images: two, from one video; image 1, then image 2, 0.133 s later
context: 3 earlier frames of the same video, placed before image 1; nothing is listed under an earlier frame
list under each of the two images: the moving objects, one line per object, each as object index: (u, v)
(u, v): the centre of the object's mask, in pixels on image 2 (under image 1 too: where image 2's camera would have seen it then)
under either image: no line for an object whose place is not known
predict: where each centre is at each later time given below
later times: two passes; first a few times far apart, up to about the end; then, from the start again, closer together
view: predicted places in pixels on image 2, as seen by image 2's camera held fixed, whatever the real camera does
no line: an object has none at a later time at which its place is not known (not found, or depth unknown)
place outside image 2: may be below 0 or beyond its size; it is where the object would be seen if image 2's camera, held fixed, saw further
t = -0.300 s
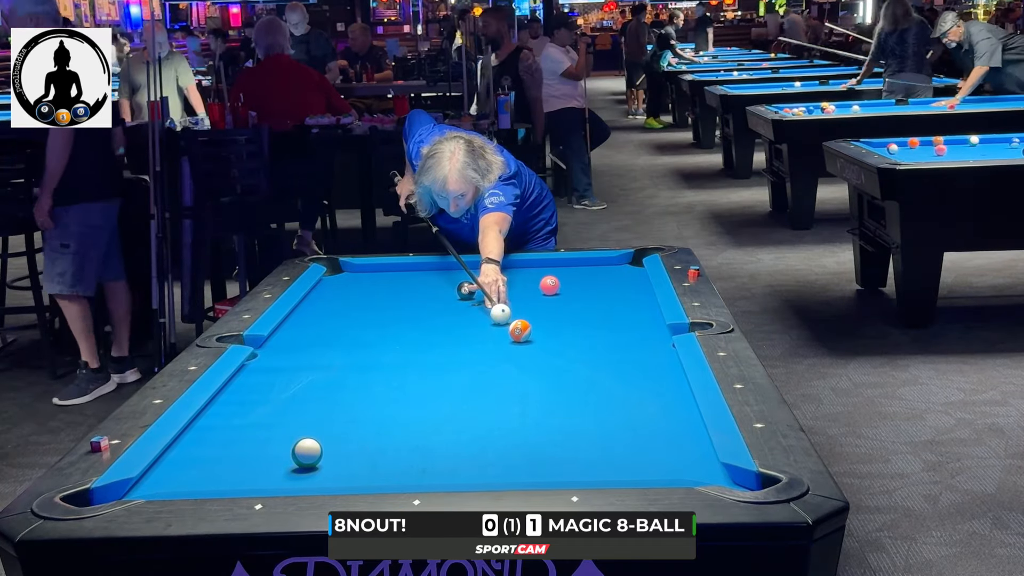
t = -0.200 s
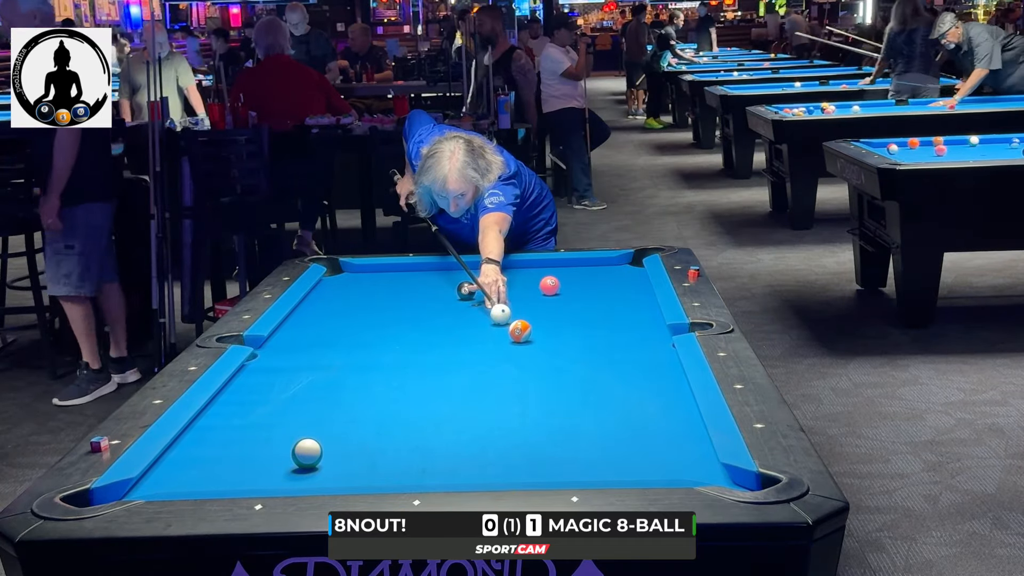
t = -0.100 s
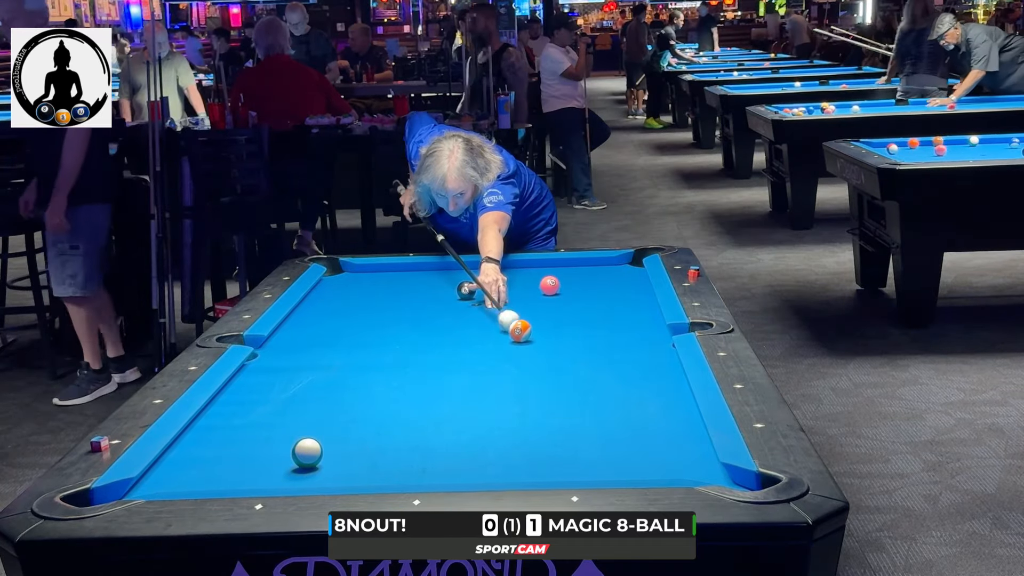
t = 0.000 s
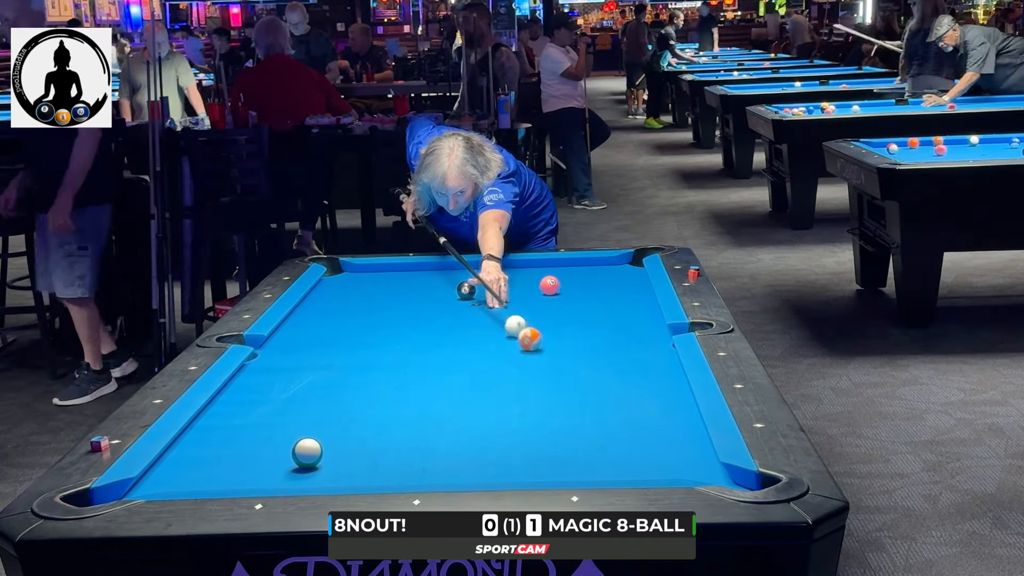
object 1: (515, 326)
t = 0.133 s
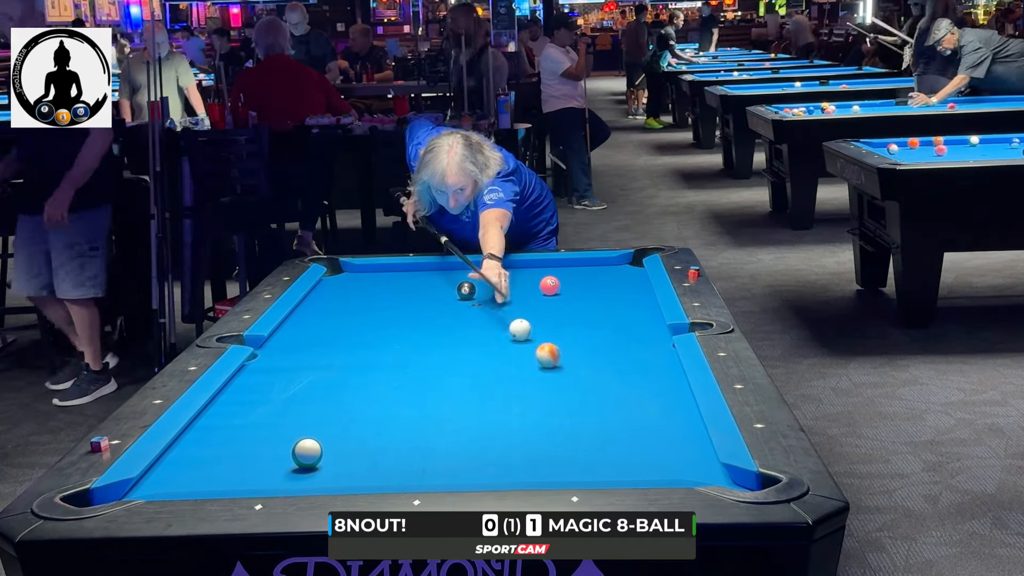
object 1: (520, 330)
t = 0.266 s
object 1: (525, 334)
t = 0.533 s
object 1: (536, 342)
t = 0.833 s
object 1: (549, 350)
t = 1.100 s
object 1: (559, 358)
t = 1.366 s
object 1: (569, 366)
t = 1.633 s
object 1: (579, 373)
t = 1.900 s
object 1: (589, 379)
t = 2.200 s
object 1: (598, 387)
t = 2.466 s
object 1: (605, 392)
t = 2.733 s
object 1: (612, 398)
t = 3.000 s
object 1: (617, 403)
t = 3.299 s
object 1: (622, 407)
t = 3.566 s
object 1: (627, 410)
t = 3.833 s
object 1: (631, 412)
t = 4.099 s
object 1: (633, 413)
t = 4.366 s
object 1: (634, 414)
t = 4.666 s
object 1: (634, 414)
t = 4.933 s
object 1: (634, 414)
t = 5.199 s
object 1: (634, 414)
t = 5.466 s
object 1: (634, 414)
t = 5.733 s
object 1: (634, 414)
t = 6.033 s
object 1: (634, 414)
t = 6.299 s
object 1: (634, 414)
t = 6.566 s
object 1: (634, 414)
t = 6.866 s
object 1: (634, 414)
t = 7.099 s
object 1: (634, 414)
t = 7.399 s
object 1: (634, 414)
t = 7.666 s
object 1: (634, 414)
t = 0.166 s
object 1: (521, 331)
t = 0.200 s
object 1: (523, 332)
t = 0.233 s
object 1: (524, 333)
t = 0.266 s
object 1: (525, 334)
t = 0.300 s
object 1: (527, 335)
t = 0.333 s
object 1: (528, 336)
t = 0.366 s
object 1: (529, 337)
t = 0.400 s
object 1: (531, 338)
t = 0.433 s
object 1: (532, 339)
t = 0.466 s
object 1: (534, 340)
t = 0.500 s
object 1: (535, 341)
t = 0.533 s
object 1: (536, 342)
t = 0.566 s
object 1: (537, 343)
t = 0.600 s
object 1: (539, 344)
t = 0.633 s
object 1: (540, 345)
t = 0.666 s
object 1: (542, 346)
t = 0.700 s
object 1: (543, 347)
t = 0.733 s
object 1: (545, 348)
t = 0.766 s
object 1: (546, 349)
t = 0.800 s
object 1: (547, 350)
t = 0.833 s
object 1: (549, 350)
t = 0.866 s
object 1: (550, 352)
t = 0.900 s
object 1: (551, 352)
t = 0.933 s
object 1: (553, 354)
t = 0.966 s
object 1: (554, 355)
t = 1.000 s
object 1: (555, 356)
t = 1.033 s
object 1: (557, 356)
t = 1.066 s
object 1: (558, 357)
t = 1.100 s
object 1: (559, 358)
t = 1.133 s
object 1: (561, 359)
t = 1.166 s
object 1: (562, 360)
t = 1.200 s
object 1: (563, 361)
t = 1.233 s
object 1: (564, 362)
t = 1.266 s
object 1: (566, 363)
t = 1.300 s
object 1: (567, 364)
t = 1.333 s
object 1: (568, 365)
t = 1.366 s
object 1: (569, 366)
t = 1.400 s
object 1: (571, 367)
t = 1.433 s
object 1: (572, 367)
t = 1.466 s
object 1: (573, 368)
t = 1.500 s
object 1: (575, 369)
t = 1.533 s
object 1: (576, 370)
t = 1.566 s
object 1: (577, 371)
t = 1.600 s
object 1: (578, 372)
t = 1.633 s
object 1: (579, 373)
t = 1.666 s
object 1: (580, 374)
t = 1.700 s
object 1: (582, 375)
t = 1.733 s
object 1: (583, 376)
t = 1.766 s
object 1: (584, 376)
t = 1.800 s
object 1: (585, 377)
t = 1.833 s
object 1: (586, 378)
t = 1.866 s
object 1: (587, 379)
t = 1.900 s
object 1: (589, 379)
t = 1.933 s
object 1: (590, 380)
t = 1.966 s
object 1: (591, 381)
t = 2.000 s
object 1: (592, 382)
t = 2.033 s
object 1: (593, 383)
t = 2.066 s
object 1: (594, 384)
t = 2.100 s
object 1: (595, 384)
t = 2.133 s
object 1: (596, 385)
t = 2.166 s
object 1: (597, 386)
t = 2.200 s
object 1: (598, 387)
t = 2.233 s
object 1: (599, 388)
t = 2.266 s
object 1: (600, 388)
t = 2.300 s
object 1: (600, 389)
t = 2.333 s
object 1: (601, 390)
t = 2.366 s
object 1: (602, 390)
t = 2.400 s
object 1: (603, 391)
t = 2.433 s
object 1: (604, 392)
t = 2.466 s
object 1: (605, 392)
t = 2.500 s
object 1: (606, 393)
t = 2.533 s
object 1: (607, 394)
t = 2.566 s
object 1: (607, 395)
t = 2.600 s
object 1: (608, 395)
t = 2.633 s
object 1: (609, 396)
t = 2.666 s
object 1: (610, 397)
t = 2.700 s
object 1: (611, 397)
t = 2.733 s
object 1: (612, 398)
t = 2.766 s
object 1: (612, 398)
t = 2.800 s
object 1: (613, 399)
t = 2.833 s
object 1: (614, 400)
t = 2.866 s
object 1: (614, 400)
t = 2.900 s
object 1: (615, 401)
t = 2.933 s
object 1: (616, 401)
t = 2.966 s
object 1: (616, 402)
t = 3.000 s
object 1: (617, 403)
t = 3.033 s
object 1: (618, 403)
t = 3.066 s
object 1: (618, 403)
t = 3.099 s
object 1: (619, 404)
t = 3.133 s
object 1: (619, 404)
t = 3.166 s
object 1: (620, 405)
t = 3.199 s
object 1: (621, 405)
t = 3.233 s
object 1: (621, 406)
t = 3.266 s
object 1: (622, 407)
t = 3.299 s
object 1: (622, 407)
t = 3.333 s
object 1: (623, 407)
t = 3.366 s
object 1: (624, 408)
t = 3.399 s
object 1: (624, 408)
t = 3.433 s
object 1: (625, 408)
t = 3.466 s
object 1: (625, 409)
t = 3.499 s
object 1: (626, 409)
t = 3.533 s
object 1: (626, 410)
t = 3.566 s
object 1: (627, 410)
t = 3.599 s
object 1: (627, 410)
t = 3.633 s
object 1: (628, 411)
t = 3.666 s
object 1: (628, 411)
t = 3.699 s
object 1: (629, 411)
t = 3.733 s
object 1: (629, 411)
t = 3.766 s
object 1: (630, 412)
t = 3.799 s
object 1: (630, 412)
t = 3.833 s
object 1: (631, 412)
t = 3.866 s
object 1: (631, 412)
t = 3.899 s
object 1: (631, 413)
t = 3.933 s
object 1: (632, 413)
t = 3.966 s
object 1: (632, 413)
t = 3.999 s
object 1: (632, 413)
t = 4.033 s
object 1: (633, 413)
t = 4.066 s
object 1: (633, 413)
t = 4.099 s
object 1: (633, 413)
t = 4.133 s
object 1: (633, 413)
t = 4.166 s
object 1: (634, 414)
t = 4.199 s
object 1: (634, 414)
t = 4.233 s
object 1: (634, 414)
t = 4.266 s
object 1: (634, 414)
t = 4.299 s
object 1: (634, 414)
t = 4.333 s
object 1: (634, 414)
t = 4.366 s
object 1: (634, 414)
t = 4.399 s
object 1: (634, 414)
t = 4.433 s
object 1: (634, 414)
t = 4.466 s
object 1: (634, 414)
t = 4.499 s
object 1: (634, 414)
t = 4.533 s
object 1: (634, 414)
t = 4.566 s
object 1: (634, 414)
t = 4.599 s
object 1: (634, 414)
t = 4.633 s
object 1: (634, 414)
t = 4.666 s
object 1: (634, 414)
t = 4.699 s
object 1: (634, 414)
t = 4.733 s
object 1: (634, 414)
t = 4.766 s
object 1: (634, 414)
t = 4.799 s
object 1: (634, 414)
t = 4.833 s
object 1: (634, 414)
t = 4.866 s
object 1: (634, 414)
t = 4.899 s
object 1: (634, 414)
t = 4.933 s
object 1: (634, 414)
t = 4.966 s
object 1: (634, 414)
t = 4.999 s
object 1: (634, 414)
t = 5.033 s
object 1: (634, 414)
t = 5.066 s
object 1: (634, 414)
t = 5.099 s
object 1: (634, 414)
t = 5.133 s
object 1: (634, 414)
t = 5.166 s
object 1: (634, 414)
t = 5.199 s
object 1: (634, 414)
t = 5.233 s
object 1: (634, 414)
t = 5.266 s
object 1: (634, 414)
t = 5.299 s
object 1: (634, 414)
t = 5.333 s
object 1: (634, 414)
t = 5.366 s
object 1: (634, 414)
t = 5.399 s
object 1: (634, 414)
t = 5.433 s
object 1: (634, 414)
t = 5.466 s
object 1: (634, 414)
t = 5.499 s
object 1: (634, 414)
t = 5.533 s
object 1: (634, 414)
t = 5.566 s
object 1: (634, 414)
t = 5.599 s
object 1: (634, 414)
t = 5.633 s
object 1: (634, 414)
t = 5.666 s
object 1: (634, 414)
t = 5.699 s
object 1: (634, 414)
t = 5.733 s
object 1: (634, 414)
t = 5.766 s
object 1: (634, 414)
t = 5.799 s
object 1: (634, 414)
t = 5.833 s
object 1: (634, 414)
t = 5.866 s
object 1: (634, 414)
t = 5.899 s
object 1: (634, 414)
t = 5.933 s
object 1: (634, 414)
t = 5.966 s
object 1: (634, 414)
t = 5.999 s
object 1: (634, 414)
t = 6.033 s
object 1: (634, 414)
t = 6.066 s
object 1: (634, 414)
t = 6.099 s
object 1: (634, 414)
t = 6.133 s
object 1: (634, 414)
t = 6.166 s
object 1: (634, 414)
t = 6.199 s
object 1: (634, 414)
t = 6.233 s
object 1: (634, 414)
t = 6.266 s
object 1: (634, 414)
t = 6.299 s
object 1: (634, 414)
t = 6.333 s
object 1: (634, 414)
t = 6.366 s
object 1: (634, 414)
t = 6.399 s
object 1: (634, 414)
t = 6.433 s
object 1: (634, 414)
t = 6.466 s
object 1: (634, 414)
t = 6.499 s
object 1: (634, 414)
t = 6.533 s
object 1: (634, 414)
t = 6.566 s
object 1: (634, 414)
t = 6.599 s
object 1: (634, 414)
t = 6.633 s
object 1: (634, 414)
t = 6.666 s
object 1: (634, 414)
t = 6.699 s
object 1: (634, 414)
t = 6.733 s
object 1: (634, 414)
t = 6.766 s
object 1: (634, 414)
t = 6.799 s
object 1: (634, 414)
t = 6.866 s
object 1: (634, 414)
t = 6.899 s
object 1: (634, 414)
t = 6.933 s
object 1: (634, 414)
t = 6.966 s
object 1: (634, 414)
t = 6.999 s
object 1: (634, 414)
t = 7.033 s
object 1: (634, 414)
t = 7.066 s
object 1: (634, 414)
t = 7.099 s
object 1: (634, 414)
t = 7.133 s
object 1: (634, 414)
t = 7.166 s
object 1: (634, 414)
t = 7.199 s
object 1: (634, 414)
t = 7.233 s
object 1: (634, 414)
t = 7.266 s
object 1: (634, 414)
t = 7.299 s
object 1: (634, 414)
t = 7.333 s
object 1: (634, 414)
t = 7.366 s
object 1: (634, 414)
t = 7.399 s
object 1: (634, 414)
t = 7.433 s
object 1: (634, 414)
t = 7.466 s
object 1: (634, 414)
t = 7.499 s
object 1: (634, 414)
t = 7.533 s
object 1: (634, 414)
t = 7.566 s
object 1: (634, 414)
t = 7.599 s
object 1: (634, 414)
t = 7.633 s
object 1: (634, 414)
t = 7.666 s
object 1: (634, 414)
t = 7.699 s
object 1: (634, 414)
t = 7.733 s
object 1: (634, 414)
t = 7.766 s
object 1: (634, 414)
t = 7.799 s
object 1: (634, 414)
